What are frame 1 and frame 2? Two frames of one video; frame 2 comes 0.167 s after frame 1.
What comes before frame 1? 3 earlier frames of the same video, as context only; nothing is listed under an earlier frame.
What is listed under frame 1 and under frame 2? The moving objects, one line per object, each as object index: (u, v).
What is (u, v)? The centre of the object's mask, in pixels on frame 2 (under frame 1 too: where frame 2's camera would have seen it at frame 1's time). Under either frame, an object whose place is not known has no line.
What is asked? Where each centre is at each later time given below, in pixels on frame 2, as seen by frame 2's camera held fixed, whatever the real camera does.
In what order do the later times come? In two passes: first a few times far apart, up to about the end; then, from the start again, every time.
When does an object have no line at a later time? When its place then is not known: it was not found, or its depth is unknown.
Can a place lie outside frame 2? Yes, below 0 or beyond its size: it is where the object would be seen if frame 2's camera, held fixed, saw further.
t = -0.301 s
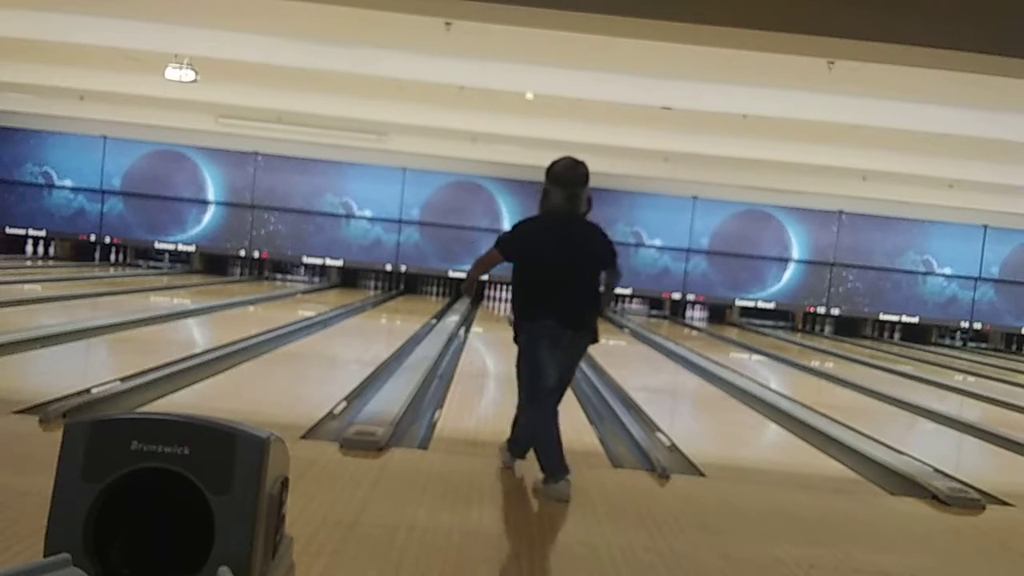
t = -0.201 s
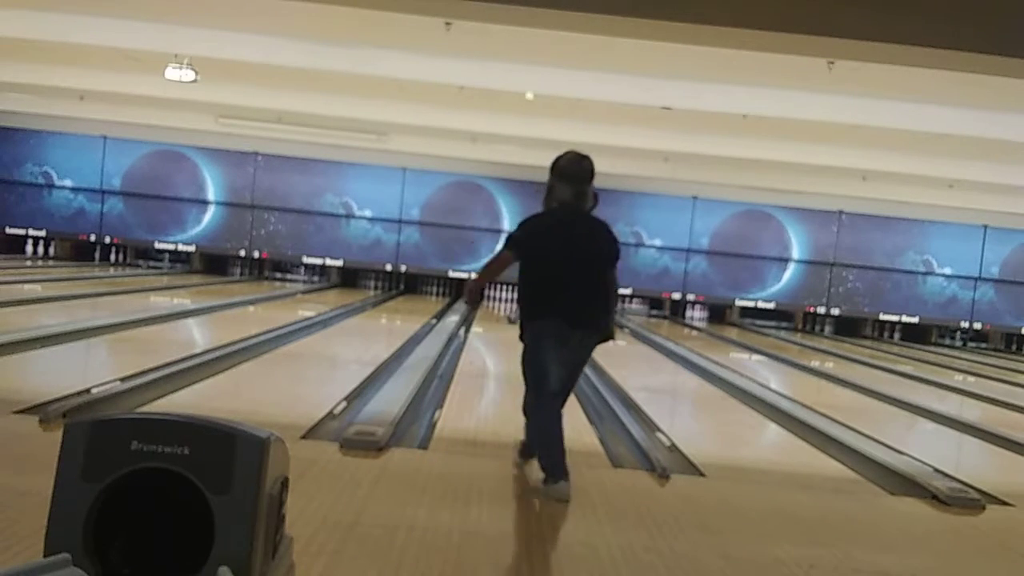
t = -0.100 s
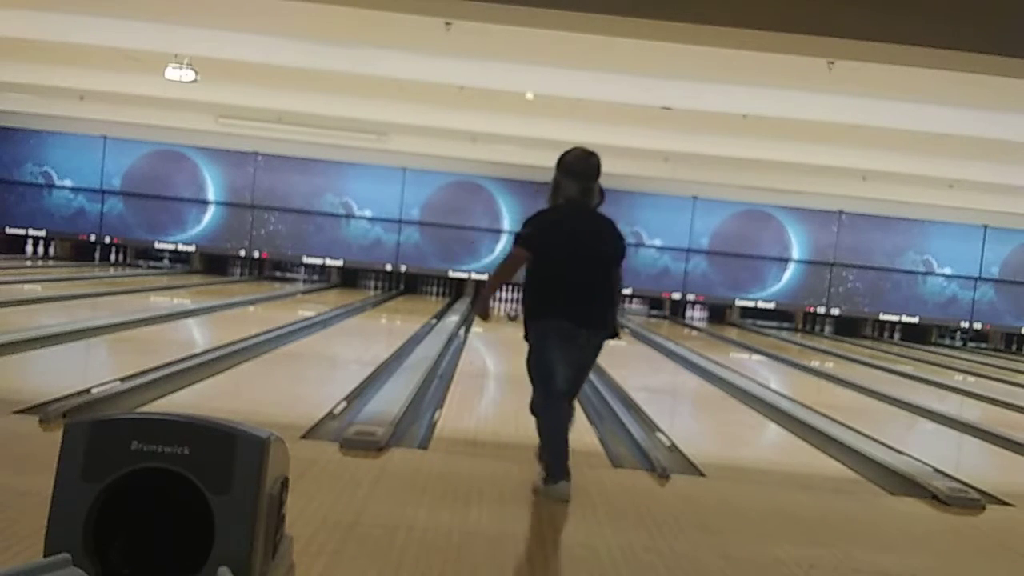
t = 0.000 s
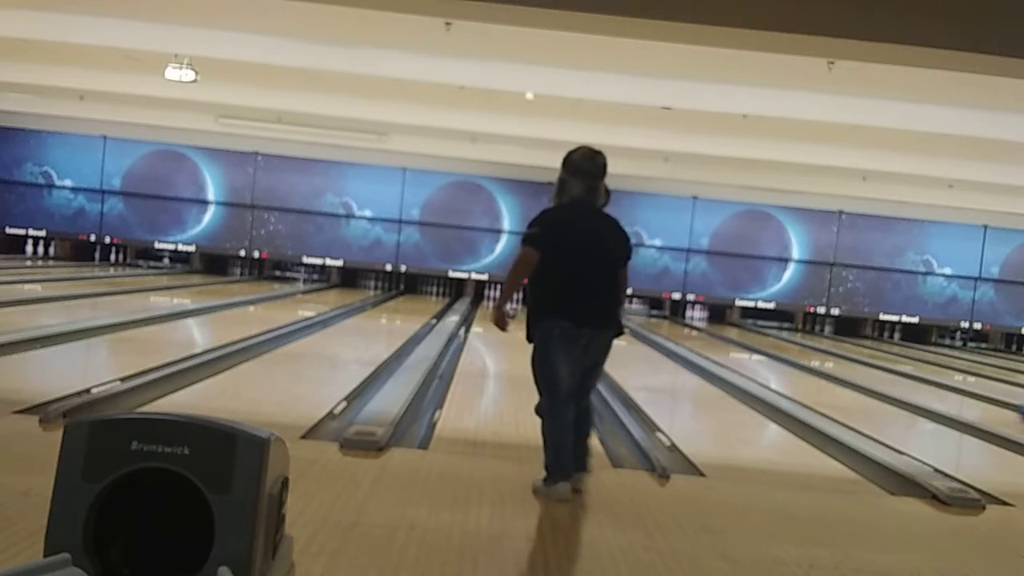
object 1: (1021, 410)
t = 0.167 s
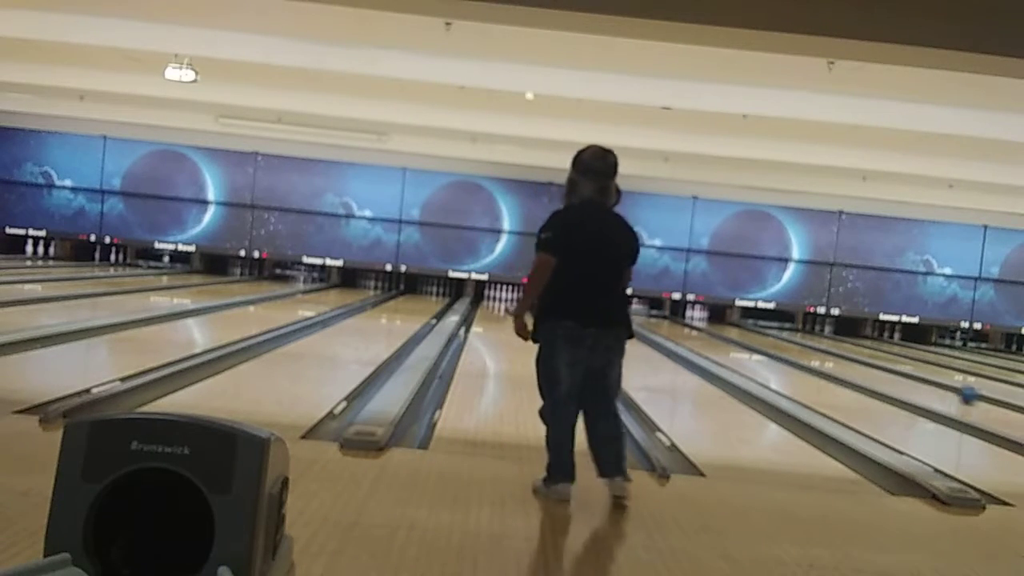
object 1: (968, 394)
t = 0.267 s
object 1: (937, 385)
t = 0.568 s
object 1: (866, 364)
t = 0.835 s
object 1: (818, 350)
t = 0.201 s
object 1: (957, 391)
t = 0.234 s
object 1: (947, 388)
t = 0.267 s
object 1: (937, 385)
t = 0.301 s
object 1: (928, 382)
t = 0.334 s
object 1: (919, 379)
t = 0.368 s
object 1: (910, 376)
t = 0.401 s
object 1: (902, 374)
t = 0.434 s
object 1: (894, 372)
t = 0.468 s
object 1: (886, 370)
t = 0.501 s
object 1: (879, 368)
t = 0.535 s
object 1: (872, 366)
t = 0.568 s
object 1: (866, 364)
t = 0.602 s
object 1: (858, 362)
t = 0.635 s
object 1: (852, 360)
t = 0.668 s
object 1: (845, 358)
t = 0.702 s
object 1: (839, 356)
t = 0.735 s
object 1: (833, 355)
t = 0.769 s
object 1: (828, 353)
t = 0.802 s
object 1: (824, 352)
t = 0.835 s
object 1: (818, 350)
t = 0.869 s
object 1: (813, 348)
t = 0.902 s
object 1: (809, 347)
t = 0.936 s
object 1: (804, 346)
